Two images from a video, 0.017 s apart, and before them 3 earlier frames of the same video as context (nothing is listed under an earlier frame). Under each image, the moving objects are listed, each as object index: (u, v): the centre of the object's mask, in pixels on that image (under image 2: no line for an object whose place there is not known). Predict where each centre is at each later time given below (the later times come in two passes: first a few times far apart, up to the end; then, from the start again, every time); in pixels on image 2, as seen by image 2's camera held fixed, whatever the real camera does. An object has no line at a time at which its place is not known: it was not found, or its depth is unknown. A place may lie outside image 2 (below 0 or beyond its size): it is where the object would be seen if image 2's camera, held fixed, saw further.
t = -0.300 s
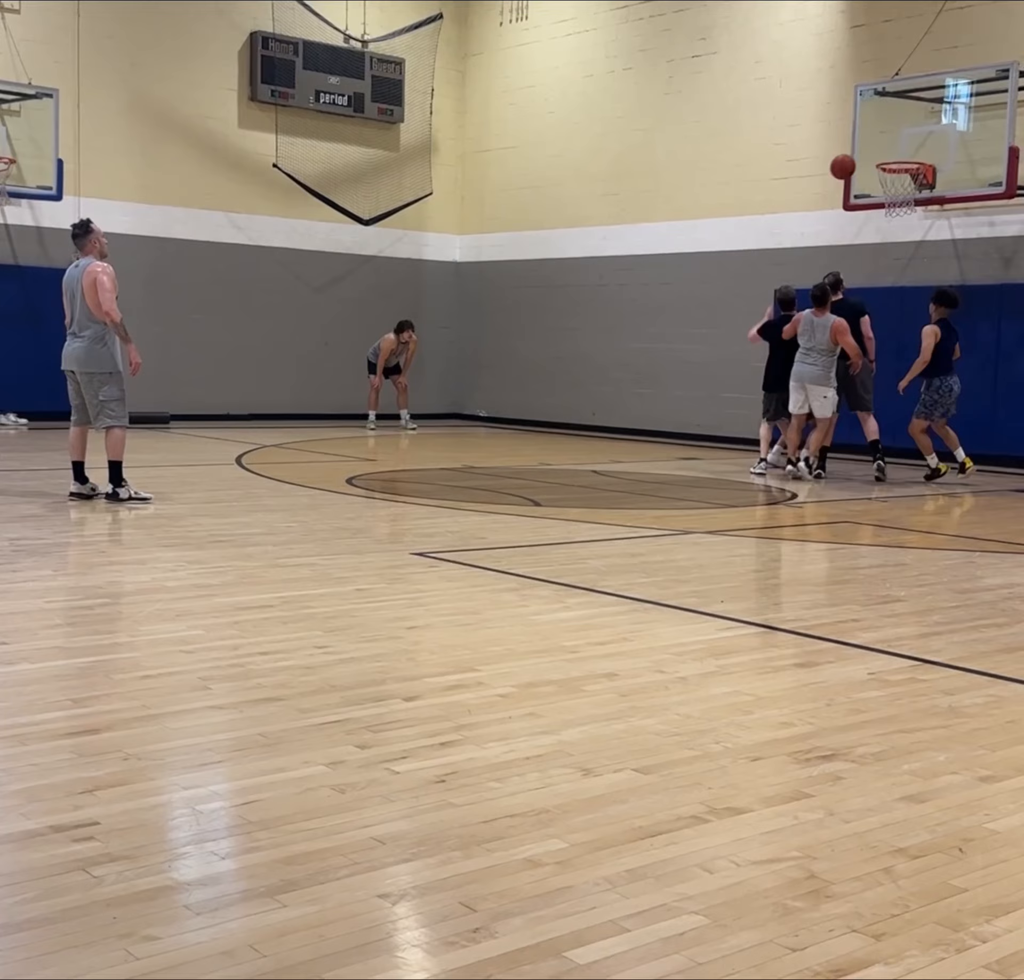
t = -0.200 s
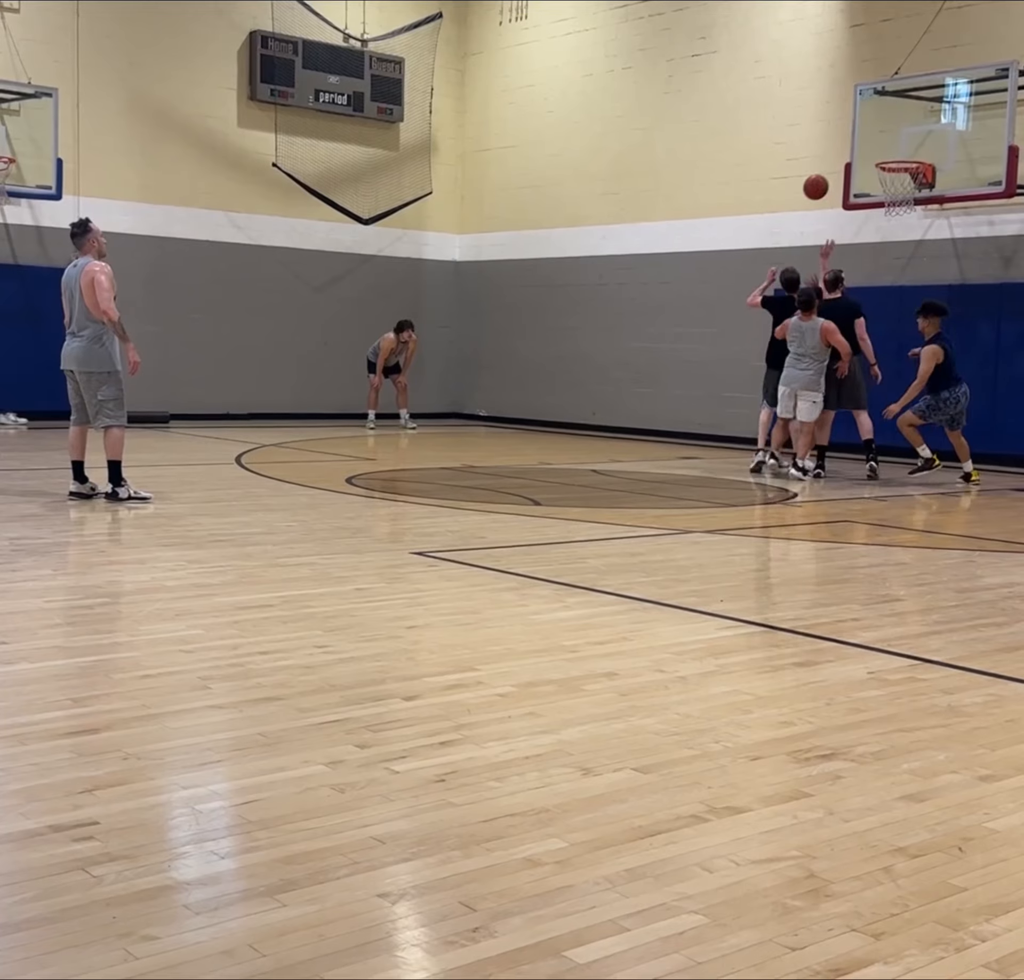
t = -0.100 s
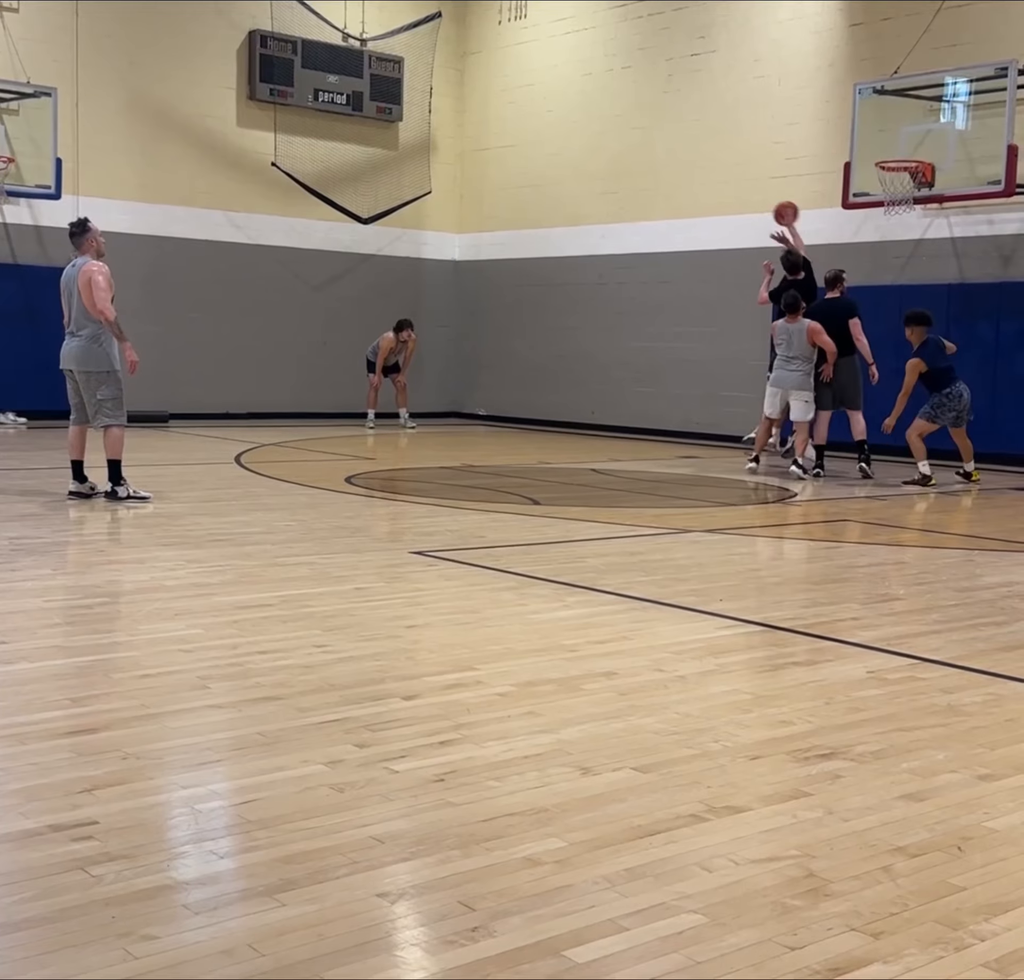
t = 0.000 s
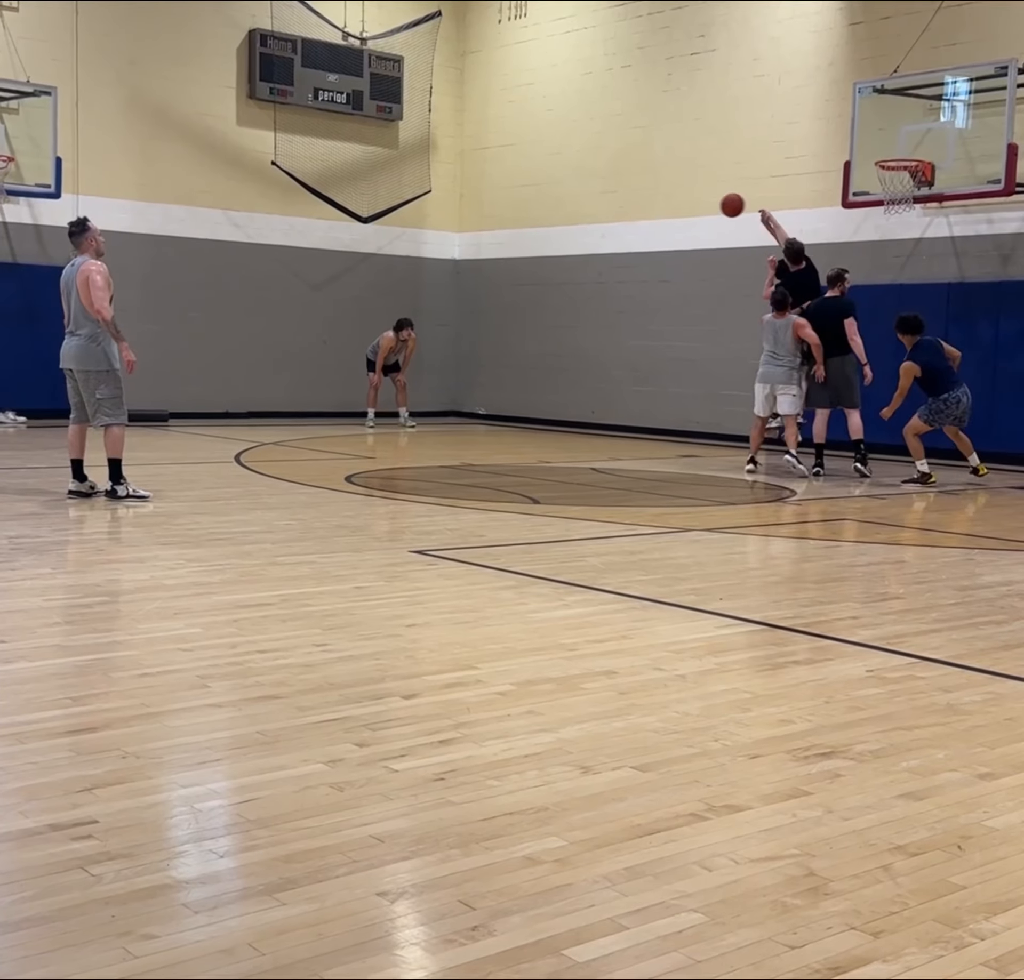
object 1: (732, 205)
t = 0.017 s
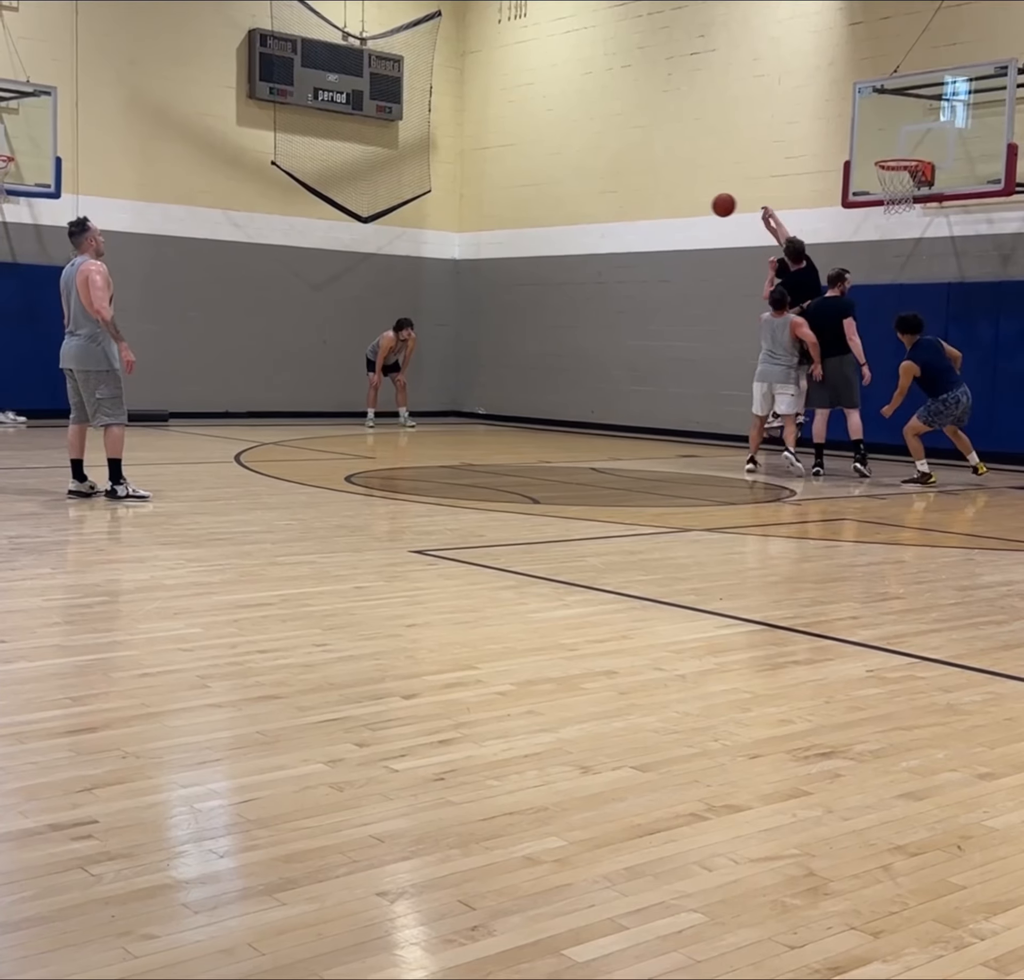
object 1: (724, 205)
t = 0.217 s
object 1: (630, 224)
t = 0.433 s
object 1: (544, 279)
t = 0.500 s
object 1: (520, 301)
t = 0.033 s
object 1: (715, 205)
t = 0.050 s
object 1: (707, 206)
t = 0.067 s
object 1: (699, 206)
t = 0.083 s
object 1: (691, 207)
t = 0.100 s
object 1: (683, 208)
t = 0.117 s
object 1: (675, 210)
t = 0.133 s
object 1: (667, 211)
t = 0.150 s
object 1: (660, 213)
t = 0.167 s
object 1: (652, 216)
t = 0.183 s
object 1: (645, 218)
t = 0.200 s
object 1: (637, 221)
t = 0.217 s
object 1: (630, 224)
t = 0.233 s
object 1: (623, 227)
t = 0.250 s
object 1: (616, 230)
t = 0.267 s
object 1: (609, 233)
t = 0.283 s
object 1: (602, 237)
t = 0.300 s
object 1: (595, 241)
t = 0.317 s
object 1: (589, 245)
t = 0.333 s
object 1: (582, 249)
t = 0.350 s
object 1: (575, 254)
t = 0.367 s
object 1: (569, 259)
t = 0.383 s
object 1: (563, 263)
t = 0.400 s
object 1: (556, 269)
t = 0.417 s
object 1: (550, 274)
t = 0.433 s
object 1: (544, 279)
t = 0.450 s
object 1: (538, 284)
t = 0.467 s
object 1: (532, 290)
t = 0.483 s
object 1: (526, 295)
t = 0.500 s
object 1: (520, 301)
